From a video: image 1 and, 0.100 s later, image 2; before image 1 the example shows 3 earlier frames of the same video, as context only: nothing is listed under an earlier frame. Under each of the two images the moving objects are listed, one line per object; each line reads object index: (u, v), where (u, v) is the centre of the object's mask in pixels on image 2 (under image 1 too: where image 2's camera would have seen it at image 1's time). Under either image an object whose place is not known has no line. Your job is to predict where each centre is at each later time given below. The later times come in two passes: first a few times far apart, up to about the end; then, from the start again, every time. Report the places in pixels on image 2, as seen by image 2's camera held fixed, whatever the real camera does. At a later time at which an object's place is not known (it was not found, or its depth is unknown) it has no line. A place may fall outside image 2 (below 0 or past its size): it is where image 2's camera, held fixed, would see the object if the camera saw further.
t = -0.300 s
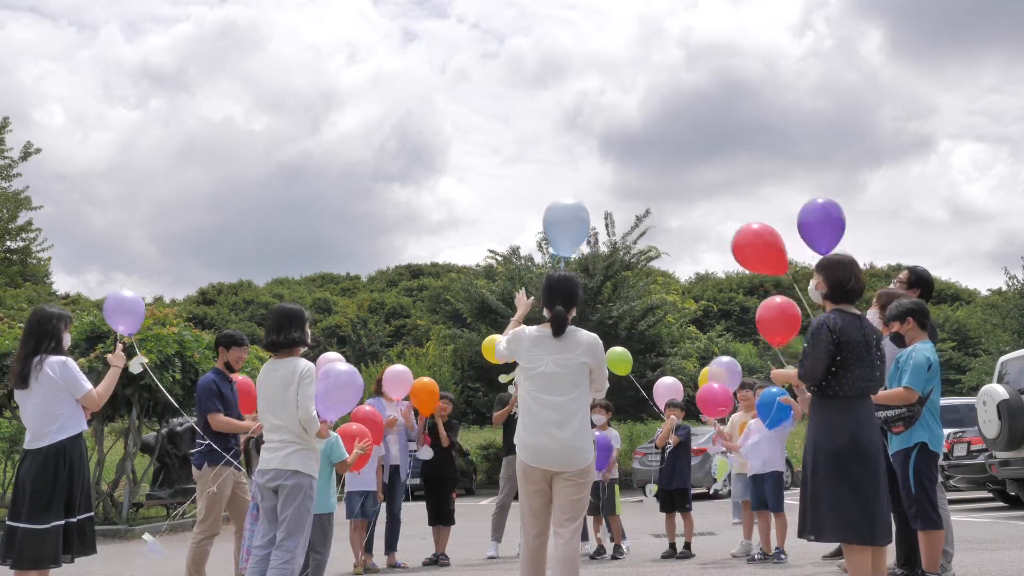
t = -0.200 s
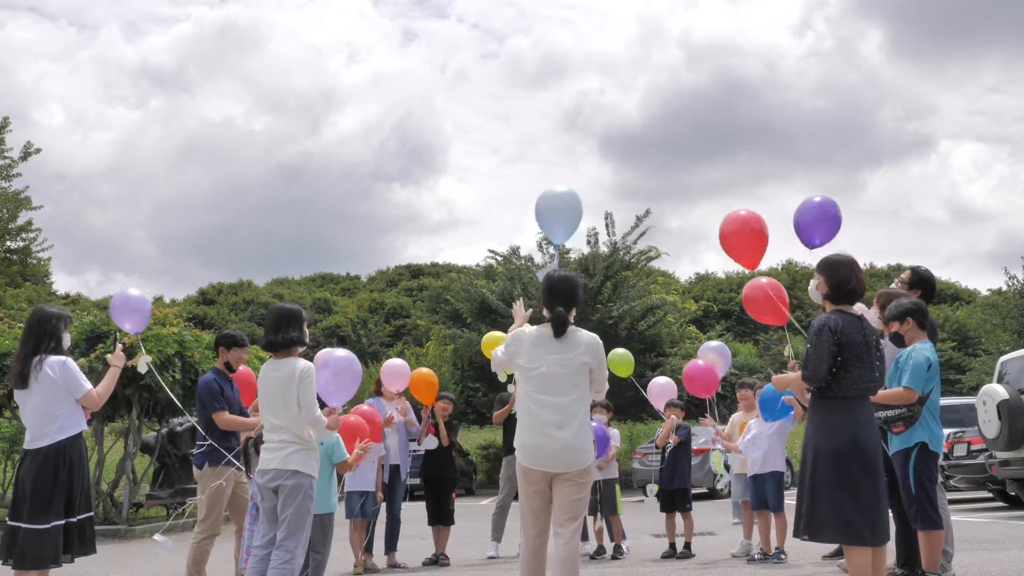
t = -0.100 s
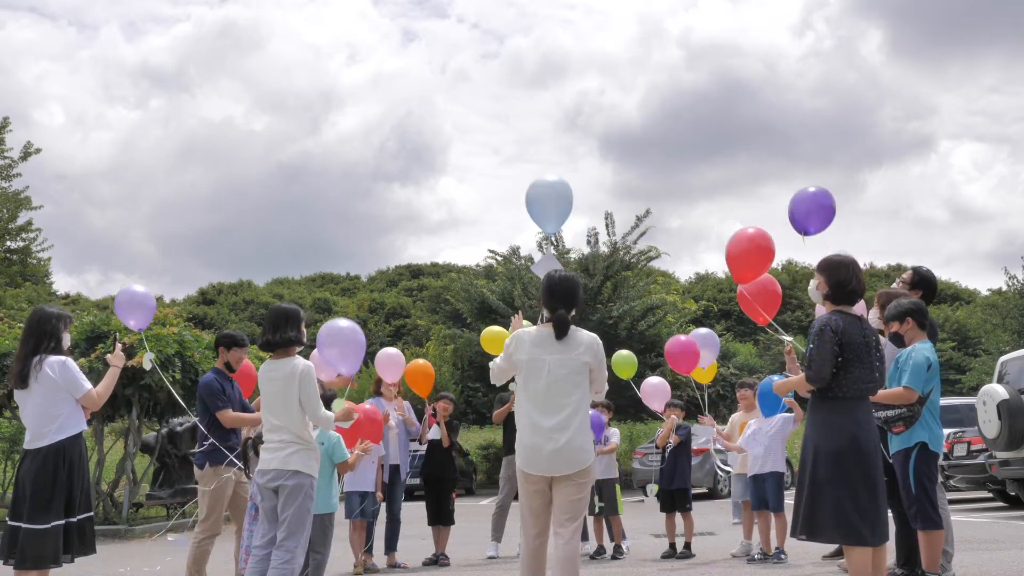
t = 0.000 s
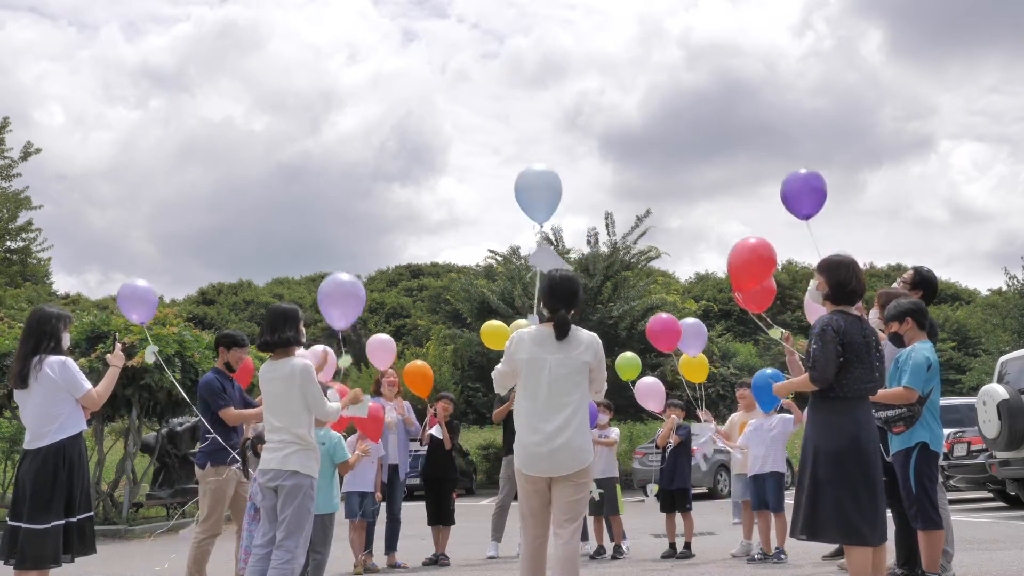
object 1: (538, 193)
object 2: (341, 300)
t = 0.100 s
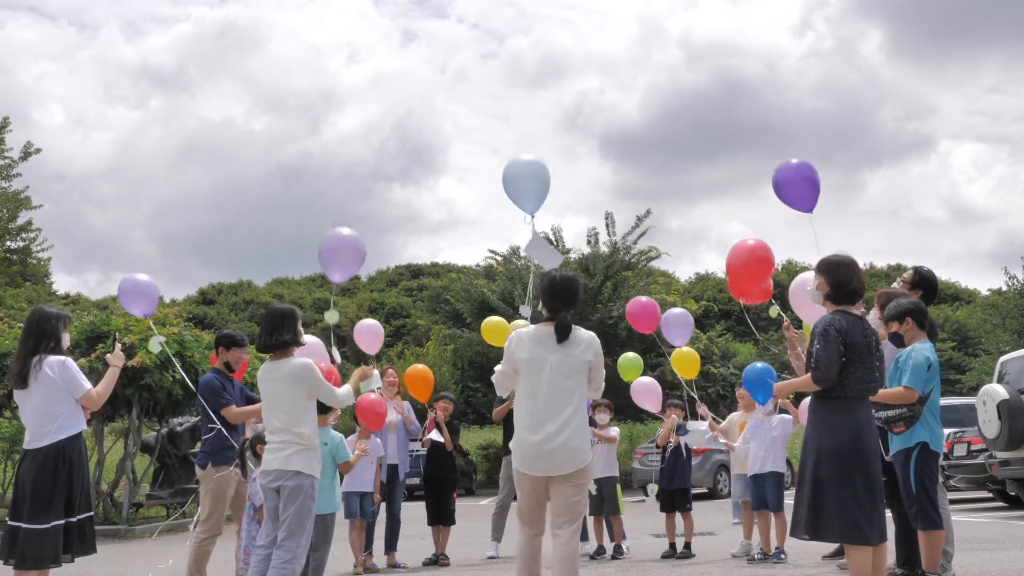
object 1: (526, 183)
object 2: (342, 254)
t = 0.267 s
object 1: (507, 167)
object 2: (338, 186)
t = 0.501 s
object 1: (479, 147)
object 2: (314, 108)
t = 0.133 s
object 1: (522, 180)
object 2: (341, 240)
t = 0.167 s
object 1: (519, 177)
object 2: (341, 226)
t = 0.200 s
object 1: (515, 174)
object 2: (341, 213)
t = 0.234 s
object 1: (511, 170)
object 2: (339, 199)
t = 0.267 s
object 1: (507, 167)
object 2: (338, 186)
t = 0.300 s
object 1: (503, 164)
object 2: (335, 173)
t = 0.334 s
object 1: (499, 162)
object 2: (333, 161)
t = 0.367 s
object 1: (495, 159)
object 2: (330, 150)
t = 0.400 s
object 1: (491, 156)
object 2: (327, 138)
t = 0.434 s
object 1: (487, 153)
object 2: (323, 127)
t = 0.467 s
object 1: (483, 150)
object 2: (319, 117)
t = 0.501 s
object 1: (479, 147)
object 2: (314, 108)
